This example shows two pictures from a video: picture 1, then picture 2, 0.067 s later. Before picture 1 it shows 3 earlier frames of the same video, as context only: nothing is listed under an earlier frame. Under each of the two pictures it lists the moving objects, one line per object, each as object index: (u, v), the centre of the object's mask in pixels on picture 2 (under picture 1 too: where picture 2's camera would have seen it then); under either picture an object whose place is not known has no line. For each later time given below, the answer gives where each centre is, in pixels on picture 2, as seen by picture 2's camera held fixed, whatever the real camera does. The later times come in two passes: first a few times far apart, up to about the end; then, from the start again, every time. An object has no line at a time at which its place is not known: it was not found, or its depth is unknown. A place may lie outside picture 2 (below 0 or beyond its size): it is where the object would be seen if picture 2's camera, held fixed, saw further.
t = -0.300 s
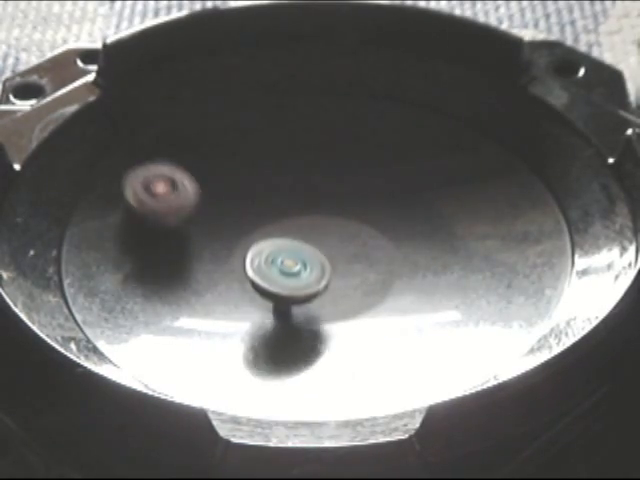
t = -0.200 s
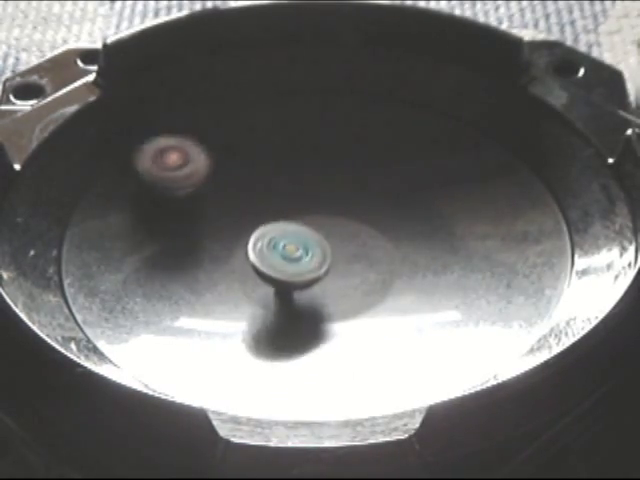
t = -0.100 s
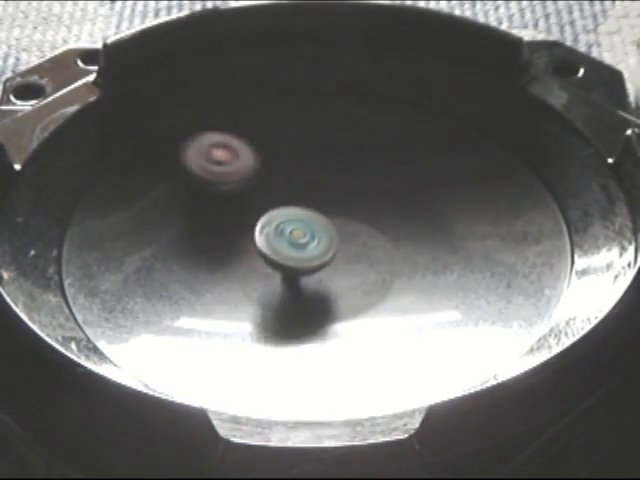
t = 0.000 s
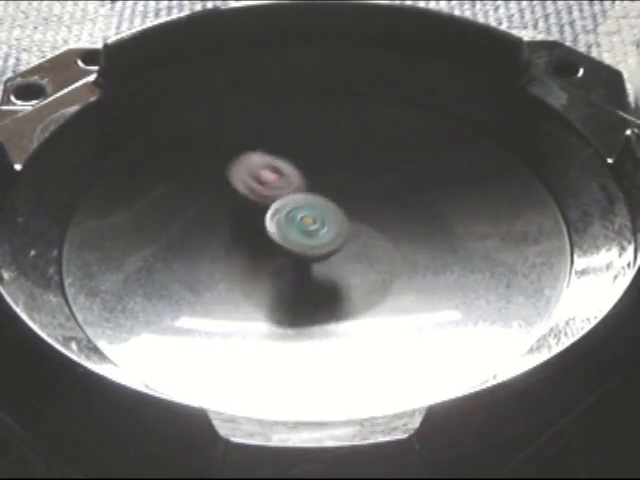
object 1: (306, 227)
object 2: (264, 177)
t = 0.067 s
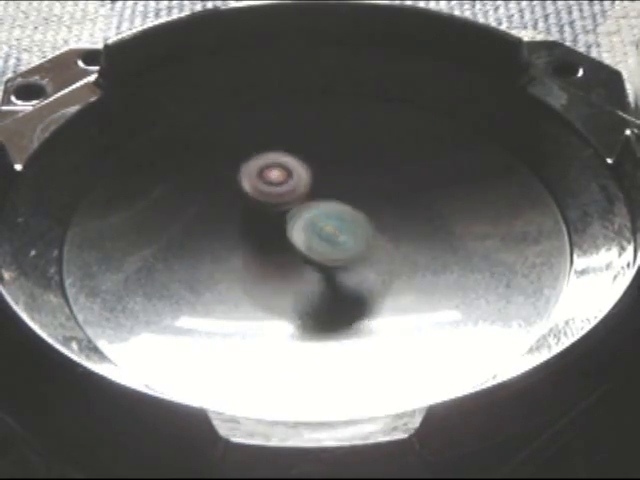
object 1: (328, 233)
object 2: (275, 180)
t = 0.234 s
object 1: (392, 250)
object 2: (306, 188)
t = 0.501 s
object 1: (439, 243)
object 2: (277, 247)
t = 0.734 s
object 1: (447, 246)
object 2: (226, 257)
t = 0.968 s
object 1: (423, 253)
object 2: (244, 243)
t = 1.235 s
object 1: (394, 257)
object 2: (292, 254)
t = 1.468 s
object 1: (424, 252)
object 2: (312, 275)
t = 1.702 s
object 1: (405, 232)
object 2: (326, 288)
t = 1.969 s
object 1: (378, 213)
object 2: (339, 289)
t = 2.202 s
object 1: (364, 197)
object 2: (348, 275)
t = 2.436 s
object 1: (353, 183)
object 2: (359, 257)
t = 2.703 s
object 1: (335, 177)
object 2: (377, 234)
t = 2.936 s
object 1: (319, 184)
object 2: (386, 228)
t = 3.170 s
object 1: (311, 196)
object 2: (384, 226)
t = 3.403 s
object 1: (288, 204)
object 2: (379, 235)
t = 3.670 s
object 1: (268, 208)
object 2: (350, 245)
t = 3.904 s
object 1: (255, 208)
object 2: (325, 246)
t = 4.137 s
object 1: (250, 206)
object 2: (316, 247)
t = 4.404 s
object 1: (254, 209)
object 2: (316, 252)
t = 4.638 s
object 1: (252, 206)
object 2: (320, 267)
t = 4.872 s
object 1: (265, 211)
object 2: (321, 273)
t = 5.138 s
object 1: (276, 219)
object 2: (328, 274)
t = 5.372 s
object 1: (271, 207)
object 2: (342, 294)
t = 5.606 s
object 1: (276, 205)
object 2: (339, 291)
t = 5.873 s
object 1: (288, 211)
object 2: (346, 268)
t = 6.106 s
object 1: (282, 211)
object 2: (371, 247)
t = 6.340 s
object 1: (270, 210)
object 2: (389, 238)
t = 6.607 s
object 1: (266, 208)
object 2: (392, 234)
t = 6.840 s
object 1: (272, 209)
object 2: (374, 232)
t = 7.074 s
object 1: (268, 214)
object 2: (348, 226)
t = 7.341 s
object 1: (233, 225)
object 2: (341, 210)
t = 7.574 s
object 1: (221, 232)
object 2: (339, 208)
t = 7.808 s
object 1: (229, 238)
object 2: (337, 216)
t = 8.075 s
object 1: (253, 244)
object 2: (328, 234)
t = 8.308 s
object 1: (263, 256)
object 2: (349, 244)
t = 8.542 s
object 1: (271, 270)
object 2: (356, 257)
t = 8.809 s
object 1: (258, 278)
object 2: (357, 265)
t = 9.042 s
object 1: (189, 274)
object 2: (415, 283)
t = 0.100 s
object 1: (345, 242)
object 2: (280, 178)
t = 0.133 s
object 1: (359, 247)
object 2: (286, 178)
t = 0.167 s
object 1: (372, 250)
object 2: (292, 180)
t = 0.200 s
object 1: (383, 250)
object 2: (299, 183)
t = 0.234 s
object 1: (392, 250)
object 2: (306, 188)
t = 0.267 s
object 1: (403, 250)
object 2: (310, 195)
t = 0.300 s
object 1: (410, 248)
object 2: (311, 202)
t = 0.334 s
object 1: (417, 247)
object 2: (309, 211)
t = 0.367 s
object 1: (422, 246)
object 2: (305, 218)
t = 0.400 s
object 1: (428, 244)
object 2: (300, 226)
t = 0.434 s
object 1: (432, 244)
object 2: (294, 233)
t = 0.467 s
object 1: (436, 243)
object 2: (286, 239)
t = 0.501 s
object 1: (439, 243)
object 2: (277, 247)
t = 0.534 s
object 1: (441, 243)
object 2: (268, 251)
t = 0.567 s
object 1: (443, 243)
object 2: (260, 255)
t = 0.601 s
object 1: (445, 243)
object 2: (251, 258)
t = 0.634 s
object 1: (446, 244)
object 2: (244, 260)
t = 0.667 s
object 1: (447, 245)
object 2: (237, 263)
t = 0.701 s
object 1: (448, 245)
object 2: (230, 261)
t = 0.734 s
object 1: (447, 246)
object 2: (226, 257)
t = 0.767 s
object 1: (446, 247)
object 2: (223, 254)
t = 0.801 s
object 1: (445, 248)
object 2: (222, 250)
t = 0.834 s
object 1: (442, 249)
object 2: (223, 248)
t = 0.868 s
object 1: (438, 250)
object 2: (227, 246)
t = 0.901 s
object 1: (434, 252)
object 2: (232, 242)
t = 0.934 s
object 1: (429, 252)
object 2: (237, 242)
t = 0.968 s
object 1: (423, 253)
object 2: (244, 243)
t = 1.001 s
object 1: (417, 254)
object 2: (251, 244)
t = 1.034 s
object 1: (410, 255)
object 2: (258, 245)
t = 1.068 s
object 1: (403, 255)
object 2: (267, 247)
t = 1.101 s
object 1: (395, 255)
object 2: (275, 248)
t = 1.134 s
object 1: (388, 256)
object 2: (283, 251)
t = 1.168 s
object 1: (380, 256)
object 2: (292, 253)
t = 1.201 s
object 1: (381, 254)
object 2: (295, 254)
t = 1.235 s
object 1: (394, 257)
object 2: (292, 254)
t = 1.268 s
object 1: (409, 259)
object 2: (293, 258)
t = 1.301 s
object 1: (419, 260)
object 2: (296, 260)
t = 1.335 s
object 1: (424, 260)
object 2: (299, 264)
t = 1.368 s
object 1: (427, 259)
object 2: (303, 267)
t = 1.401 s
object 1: (426, 256)
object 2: (306, 269)
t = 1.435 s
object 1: (426, 254)
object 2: (309, 273)
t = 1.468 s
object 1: (424, 252)
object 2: (312, 275)
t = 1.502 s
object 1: (423, 248)
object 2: (315, 278)
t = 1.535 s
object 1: (421, 246)
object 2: (317, 281)
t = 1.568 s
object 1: (418, 244)
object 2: (319, 283)
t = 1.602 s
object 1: (416, 241)
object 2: (321, 284)
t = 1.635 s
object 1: (413, 238)
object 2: (323, 286)
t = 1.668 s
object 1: (409, 234)
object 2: (324, 288)
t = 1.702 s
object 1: (405, 232)
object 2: (326, 288)
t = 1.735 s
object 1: (401, 228)
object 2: (327, 289)
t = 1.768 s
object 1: (397, 225)
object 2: (329, 290)
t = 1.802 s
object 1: (394, 223)
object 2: (331, 289)
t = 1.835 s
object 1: (390, 222)
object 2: (333, 290)
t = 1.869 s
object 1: (387, 219)
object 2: (334, 289)
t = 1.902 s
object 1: (384, 217)
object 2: (336, 289)
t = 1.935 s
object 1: (381, 215)
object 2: (338, 289)
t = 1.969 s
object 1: (378, 213)
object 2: (339, 289)
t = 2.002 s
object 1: (376, 211)
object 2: (341, 288)
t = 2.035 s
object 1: (373, 208)
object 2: (342, 286)
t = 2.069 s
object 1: (371, 207)
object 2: (343, 285)
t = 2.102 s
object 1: (369, 204)
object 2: (344, 282)
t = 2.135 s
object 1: (367, 202)
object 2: (346, 281)
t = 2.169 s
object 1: (366, 199)
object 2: (347, 278)
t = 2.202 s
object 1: (364, 197)
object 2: (348, 275)
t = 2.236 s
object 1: (363, 195)
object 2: (350, 273)
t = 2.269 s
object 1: (362, 194)
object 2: (351, 270)
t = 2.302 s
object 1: (361, 192)
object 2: (353, 267)
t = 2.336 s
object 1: (359, 190)
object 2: (355, 265)
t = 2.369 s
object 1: (357, 187)
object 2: (356, 261)
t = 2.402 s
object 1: (355, 185)
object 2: (358, 258)
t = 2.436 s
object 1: (353, 183)
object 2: (359, 257)
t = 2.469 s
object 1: (350, 181)
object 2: (361, 252)
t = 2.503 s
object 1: (348, 180)
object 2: (363, 249)
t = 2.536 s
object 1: (346, 179)
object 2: (365, 247)
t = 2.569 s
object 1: (344, 178)
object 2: (368, 243)
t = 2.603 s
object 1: (342, 177)
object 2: (370, 241)
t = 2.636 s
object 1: (340, 178)
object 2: (373, 238)
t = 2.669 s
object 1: (337, 178)
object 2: (376, 236)
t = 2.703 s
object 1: (335, 177)
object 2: (377, 234)
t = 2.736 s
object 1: (333, 177)
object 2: (380, 232)
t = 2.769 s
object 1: (331, 178)
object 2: (382, 230)
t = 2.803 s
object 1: (328, 178)
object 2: (383, 229)
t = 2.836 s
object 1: (326, 179)
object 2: (385, 228)
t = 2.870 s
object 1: (323, 180)
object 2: (386, 228)
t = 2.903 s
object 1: (321, 181)
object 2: (386, 227)
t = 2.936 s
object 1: (319, 184)
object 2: (386, 228)
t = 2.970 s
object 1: (317, 186)
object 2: (387, 227)
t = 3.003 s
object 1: (316, 187)
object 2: (387, 226)
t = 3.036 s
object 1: (315, 189)
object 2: (387, 226)
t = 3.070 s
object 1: (315, 191)
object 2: (387, 226)
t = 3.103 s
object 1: (313, 193)
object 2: (386, 226)
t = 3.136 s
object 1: (312, 194)
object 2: (385, 226)
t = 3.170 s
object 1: (311, 196)
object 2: (384, 226)
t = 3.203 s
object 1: (308, 198)
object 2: (383, 227)
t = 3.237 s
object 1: (303, 198)
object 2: (384, 228)
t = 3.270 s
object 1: (300, 200)
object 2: (384, 229)
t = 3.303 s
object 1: (297, 201)
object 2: (384, 231)
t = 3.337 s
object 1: (294, 202)
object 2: (382, 232)
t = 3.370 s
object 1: (291, 203)
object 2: (381, 234)
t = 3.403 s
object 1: (288, 204)
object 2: (379, 235)
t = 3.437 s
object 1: (285, 205)
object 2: (377, 237)
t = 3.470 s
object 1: (283, 205)
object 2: (375, 238)
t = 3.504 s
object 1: (280, 206)
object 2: (373, 240)
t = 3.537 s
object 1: (278, 207)
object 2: (370, 242)
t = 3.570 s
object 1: (275, 207)
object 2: (365, 244)
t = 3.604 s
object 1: (272, 208)
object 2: (360, 244)
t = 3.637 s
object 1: (270, 208)
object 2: (355, 245)
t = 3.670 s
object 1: (268, 208)
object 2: (350, 245)
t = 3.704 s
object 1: (266, 208)
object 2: (346, 246)
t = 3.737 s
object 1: (264, 208)
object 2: (341, 246)
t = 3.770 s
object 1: (262, 208)
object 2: (337, 245)
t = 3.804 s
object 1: (260, 209)
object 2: (333, 245)
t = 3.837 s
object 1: (258, 208)
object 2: (330, 245)
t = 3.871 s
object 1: (257, 207)
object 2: (327, 246)
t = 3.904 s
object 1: (255, 208)
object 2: (325, 246)
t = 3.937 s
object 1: (254, 207)
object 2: (324, 246)
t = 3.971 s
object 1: (253, 207)
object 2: (322, 246)
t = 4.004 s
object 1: (252, 206)
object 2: (321, 246)
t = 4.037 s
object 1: (251, 206)
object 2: (319, 246)
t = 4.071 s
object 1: (251, 206)
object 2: (318, 247)
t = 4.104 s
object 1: (250, 206)
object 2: (317, 246)
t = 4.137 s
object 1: (250, 206)
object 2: (316, 247)
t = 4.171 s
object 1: (249, 206)
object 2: (316, 248)
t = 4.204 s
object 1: (249, 207)
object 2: (315, 249)
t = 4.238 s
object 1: (249, 207)
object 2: (315, 249)
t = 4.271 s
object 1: (249, 207)
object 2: (315, 250)
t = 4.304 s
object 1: (250, 208)
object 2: (315, 250)
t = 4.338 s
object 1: (251, 208)
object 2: (316, 251)
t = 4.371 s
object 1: (253, 208)
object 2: (316, 252)
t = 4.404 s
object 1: (254, 209)
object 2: (316, 252)
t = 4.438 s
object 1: (254, 207)
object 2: (317, 253)
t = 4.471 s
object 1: (251, 204)
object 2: (317, 256)
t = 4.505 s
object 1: (251, 203)
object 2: (317, 259)
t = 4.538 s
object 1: (250, 204)
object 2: (318, 261)
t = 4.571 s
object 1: (250, 204)
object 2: (319, 263)
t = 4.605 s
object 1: (251, 205)
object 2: (320, 265)
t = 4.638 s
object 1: (252, 206)
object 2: (320, 267)
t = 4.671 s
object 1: (253, 206)
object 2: (320, 269)
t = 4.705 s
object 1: (255, 207)
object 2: (320, 270)
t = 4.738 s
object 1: (257, 208)
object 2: (320, 271)
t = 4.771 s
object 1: (259, 208)
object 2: (321, 273)
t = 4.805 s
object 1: (261, 209)
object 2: (320, 273)
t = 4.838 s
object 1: (263, 210)
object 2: (321, 274)
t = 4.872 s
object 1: (265, 211)
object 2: (321, 273)
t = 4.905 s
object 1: (267, 212)
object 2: (321, 274)
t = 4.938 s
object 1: (269, 214)
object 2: (321, 275)
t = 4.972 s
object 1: (271, 215)
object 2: (322, 275)
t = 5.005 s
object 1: (273, 217)
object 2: (321, 275)
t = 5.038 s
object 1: (275, 219)
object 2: (322, 274)
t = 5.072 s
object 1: (277, 221)
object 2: (322, 274)
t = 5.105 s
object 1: (278, 222)
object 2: (324, 274)
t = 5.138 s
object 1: (276, 219)
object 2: (328, 274)
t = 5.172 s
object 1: (274, 214)
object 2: (330, 280)
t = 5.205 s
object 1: (273, 211)
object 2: (333, 285)
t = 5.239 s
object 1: (273, 210)
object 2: (335, 287)
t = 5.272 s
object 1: (272, 209)
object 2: (337, 289)
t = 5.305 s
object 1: (272, 208)
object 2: (339, 291)
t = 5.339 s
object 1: (271, 208)
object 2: (340, 293)
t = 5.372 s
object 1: (271, 207)
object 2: (342, 294)
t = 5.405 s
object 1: (271, 207)
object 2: (342, 295)
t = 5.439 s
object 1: (272, 206)
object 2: (342, 296)
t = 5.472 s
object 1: (272, 206)
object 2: (341, 296)
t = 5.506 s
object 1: (273, 206)
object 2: (340, 295)
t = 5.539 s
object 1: (274, 206)
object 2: (339, 295)
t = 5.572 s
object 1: (275, 205)
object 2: (339, 293)
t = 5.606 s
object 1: (276, 205)
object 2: (339, 291)
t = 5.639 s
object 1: (277, 206)
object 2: (339, 290)
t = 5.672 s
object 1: (279, 206)
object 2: (340, 288)
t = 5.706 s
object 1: (280, 206)
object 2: (340, 285)
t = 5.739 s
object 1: (281, 207)
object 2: (341, 283)
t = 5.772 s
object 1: (283, 208)
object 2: (343, 276)
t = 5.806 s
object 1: (285, 209)
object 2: (343, 273)
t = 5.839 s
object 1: (286, 210)
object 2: (345, 270)
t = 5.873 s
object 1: (288, 211)
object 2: (346, 268)
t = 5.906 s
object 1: (289, 212)
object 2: (348, 264)
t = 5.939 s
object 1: (290, 214)
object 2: (351, 259)
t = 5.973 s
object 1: (292, 216)
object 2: (353, 258)
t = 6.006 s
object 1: (292, 217)
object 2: (358, 254)
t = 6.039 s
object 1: (289, 215)
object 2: (362, 251)
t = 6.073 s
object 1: (285, 212)
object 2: (367, 249)
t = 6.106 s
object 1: (282, 211)
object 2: (371, 247)
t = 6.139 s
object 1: (281, 211)
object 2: (375, 246)
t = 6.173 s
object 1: (278, 211)
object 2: (377, 244)
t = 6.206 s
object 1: (276, 211)
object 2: (381, 243)
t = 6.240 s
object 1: (275, 211)
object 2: (383, 241)
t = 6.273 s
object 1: (273, 210)
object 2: (385, 240)
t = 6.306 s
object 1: (271, 210)
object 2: (387, 239)
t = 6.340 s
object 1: (270, 210)
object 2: (389, 238)
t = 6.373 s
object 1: (269, 210)
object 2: (391, 237)
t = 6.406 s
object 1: (268, 210)
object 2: (392, 236)
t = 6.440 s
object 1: (267, 209)
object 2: (393, 234)
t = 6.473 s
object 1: (267, 209)
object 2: (394, 234)
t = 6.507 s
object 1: (266, 209)
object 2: (394, 235)
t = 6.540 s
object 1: (266, 209)
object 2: (394, 234)
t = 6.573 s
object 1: (266, 209)
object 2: (393, 234)
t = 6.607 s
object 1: (266, 208)
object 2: (392, 234)
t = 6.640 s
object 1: (267, 208)
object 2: (390, 234)
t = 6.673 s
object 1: (267, 208)
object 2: (388, 234)
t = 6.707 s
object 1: (268, 208)
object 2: (386, 233)
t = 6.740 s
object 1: (269, 208)
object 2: (383, 233)
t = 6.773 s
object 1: (270, 208)
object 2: (380, 232)
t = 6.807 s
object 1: (271, 209)
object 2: (377, 233)
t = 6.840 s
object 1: (272, 209)
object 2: (374, 232)
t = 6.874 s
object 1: (273, 209)
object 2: (370, 232)
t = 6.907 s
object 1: (274, 210)
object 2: (367, 232)
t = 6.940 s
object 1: (275, 211)
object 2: (363, 231)
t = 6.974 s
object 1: (277, 212)
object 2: (359, 231)
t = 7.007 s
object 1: (278, 213)
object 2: (355, 230)
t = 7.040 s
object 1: (274, 213)
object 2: (352, 228)
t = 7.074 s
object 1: (268, 214)
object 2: (348, 226)
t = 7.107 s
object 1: (265, 216)
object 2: (344, 223)
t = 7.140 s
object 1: (262, 217)
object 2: (343, 220)
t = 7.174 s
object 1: (255, 218)
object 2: (342, 217)
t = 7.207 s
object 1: (248, 221)
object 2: (342, 215)
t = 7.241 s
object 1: (243, 222)
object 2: (342, 212)
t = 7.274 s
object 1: (240, 223)
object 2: (342, 212)
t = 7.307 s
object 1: (236, 224)
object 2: (341, 211)
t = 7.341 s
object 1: (233, 225)
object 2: (341, 210)
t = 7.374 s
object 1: (231, 226)
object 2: (340, 208)
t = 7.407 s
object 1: (228, 227)
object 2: (340, 209)
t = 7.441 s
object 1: (226, 228)
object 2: (340, 208)
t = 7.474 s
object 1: (225, 229)
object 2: (339, 208)
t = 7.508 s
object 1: (223, 230)
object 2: (339, 207)
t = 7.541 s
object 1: (222, 230)
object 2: (339, 208)
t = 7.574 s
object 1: (221, 232)
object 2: (339, 208)
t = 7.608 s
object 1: (221, 232)
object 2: (338, 209)
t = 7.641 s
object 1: (221, 233)
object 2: (338, 210)
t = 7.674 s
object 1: (222, 234)
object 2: (338, 210)
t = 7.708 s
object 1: (223, 235)
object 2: (338, 212)
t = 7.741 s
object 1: (224, 235)
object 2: (338, 213)
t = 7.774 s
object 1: (226, 236)
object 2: (337, 214)
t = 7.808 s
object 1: (229, 238)
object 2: (337, 216)
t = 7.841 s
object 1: (231, 239)
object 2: (336, 218)
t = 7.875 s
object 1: (234, 239)
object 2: (335, 220)
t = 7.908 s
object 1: (237, 240)
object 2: (335, 222)
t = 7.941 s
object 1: (240, 240)
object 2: (334, 224)
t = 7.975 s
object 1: (243, 241)
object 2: (332, 226)
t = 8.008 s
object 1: (246, 242)
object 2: (331, 229)
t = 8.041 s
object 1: (250, 243)
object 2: (329, 231)
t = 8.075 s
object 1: (253, 244)
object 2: (328, 234)
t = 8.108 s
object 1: (253, 245)
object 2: (330, 235)
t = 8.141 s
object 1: (253, 247)
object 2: (332, 236)
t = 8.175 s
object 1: (255, 249)
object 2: (336, 237)
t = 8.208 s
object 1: (257, 251)
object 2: (339, 238)
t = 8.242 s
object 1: (259, 253)
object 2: (342, 239)
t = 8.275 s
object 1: (261, 254)
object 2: (346, 242)
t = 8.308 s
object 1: (263, 256)
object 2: (349, 244)
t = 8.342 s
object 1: (264, 258)
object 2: (351, 245)
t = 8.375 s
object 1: (266, 260)
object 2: (352, 248)
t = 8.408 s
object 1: (267, 262)
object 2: (354, 250)
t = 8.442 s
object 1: (268, 264)
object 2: (355, 251)
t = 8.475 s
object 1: (269, 266)
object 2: (356, 254)
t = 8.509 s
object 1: (270, 268)
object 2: (356, 256)
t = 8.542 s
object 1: (271, 270)
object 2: (356, 257)
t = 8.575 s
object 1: (271, 271)
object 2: (356, 259)
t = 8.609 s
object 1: (271, 273)
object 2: (356, 262)
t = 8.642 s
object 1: (272, 274)
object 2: (355, 262)
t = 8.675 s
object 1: (272, 276)
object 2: (354, 264)
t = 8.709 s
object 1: (272, 277)
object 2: (352, 266)
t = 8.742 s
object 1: (272, 278)
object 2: (350, 266)
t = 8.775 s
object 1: (272, 279)
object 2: (349, 267)
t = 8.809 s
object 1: (258, 278)
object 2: (357, 265)
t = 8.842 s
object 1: (238, 279)
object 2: (373, 266)
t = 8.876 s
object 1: (221, 278)
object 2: (385, 268)
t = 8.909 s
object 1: (208, 277)
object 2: (394, 271)
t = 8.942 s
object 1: (198, 277)
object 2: (400, 273)
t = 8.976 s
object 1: (194, 276)
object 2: (408, 276)
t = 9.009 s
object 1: (191, 275)
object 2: (412, 279)
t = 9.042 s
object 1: (189, 274)
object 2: (415, 283)
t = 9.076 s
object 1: (187, 274)
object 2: (415, 286)
